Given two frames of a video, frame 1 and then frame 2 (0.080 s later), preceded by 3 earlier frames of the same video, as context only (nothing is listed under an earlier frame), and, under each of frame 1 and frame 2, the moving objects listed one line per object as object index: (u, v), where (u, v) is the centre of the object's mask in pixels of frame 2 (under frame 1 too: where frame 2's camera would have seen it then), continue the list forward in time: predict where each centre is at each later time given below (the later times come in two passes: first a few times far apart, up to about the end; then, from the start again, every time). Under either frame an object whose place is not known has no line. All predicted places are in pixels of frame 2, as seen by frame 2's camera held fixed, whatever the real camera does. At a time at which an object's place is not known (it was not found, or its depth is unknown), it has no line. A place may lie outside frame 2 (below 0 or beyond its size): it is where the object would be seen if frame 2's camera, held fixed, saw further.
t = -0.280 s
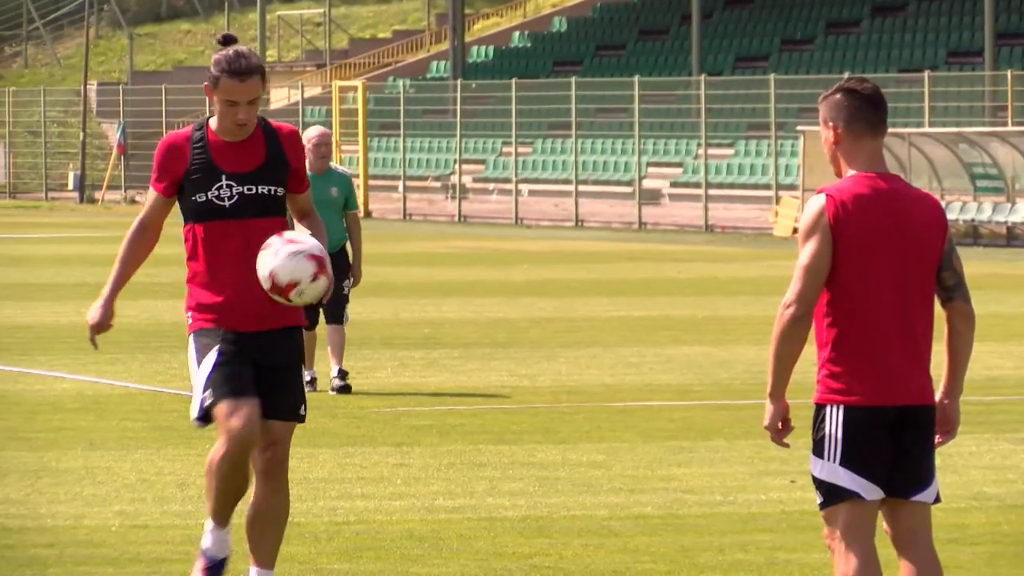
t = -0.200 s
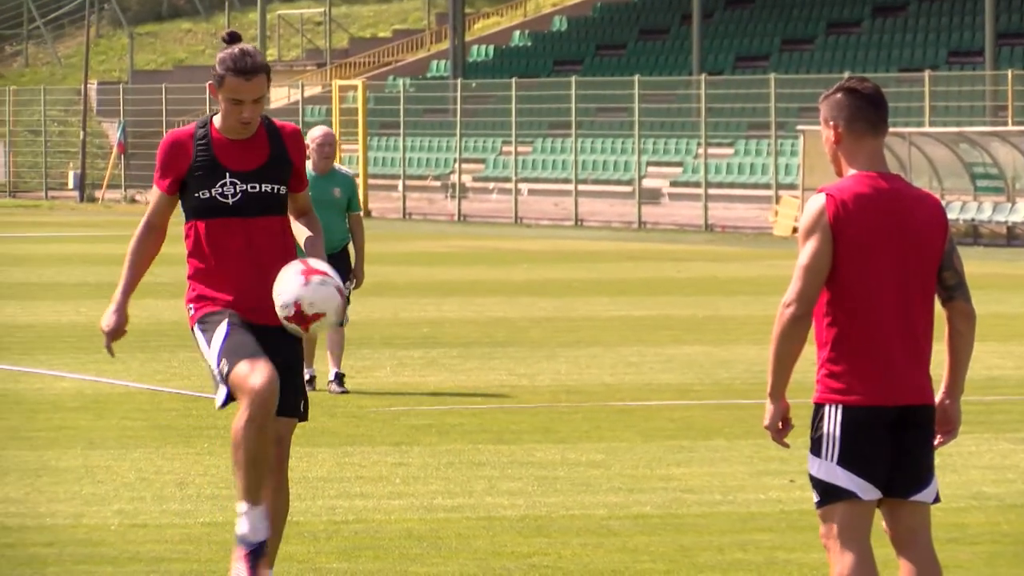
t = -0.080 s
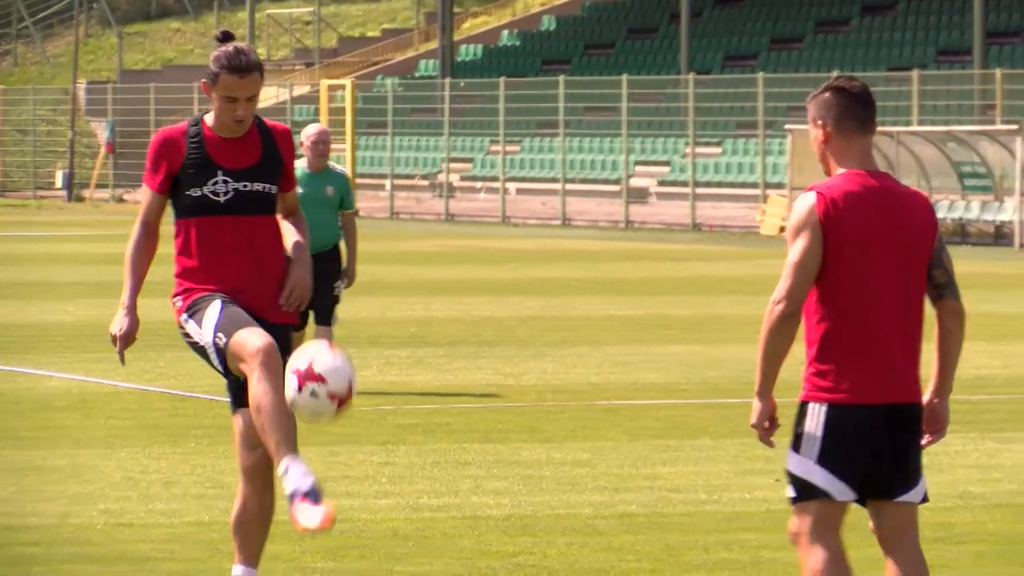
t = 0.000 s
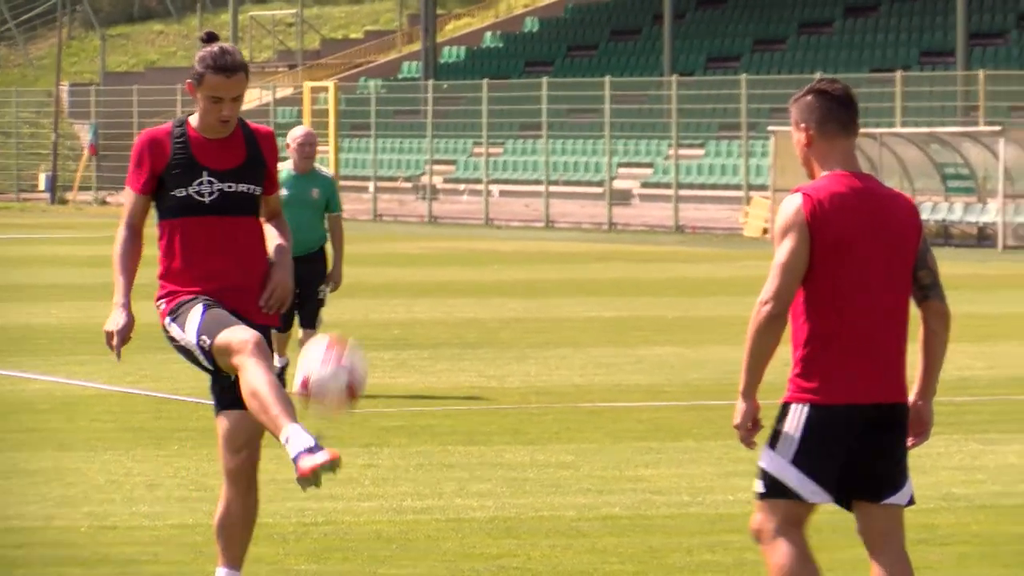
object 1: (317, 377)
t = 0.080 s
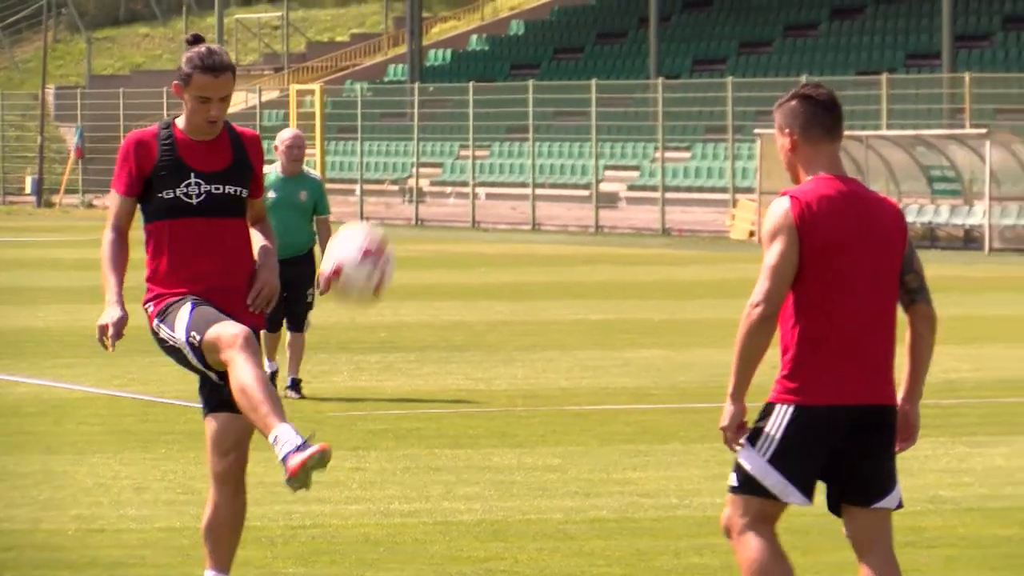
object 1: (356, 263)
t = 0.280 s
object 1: (461, 51)
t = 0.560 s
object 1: (614, -31)
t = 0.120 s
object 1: (376, 211)
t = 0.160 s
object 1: (398, 164)
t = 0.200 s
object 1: (420, 120)
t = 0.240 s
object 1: (441, 84)
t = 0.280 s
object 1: (461, 51)
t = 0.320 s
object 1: (482, 24)
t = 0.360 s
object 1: (503, 4)
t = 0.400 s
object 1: (525, -8)
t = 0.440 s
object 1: (547, -19)
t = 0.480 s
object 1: (569, -26)
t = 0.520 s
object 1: (593, -30)
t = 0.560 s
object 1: (614, -31)
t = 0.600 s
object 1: (639, -29)
